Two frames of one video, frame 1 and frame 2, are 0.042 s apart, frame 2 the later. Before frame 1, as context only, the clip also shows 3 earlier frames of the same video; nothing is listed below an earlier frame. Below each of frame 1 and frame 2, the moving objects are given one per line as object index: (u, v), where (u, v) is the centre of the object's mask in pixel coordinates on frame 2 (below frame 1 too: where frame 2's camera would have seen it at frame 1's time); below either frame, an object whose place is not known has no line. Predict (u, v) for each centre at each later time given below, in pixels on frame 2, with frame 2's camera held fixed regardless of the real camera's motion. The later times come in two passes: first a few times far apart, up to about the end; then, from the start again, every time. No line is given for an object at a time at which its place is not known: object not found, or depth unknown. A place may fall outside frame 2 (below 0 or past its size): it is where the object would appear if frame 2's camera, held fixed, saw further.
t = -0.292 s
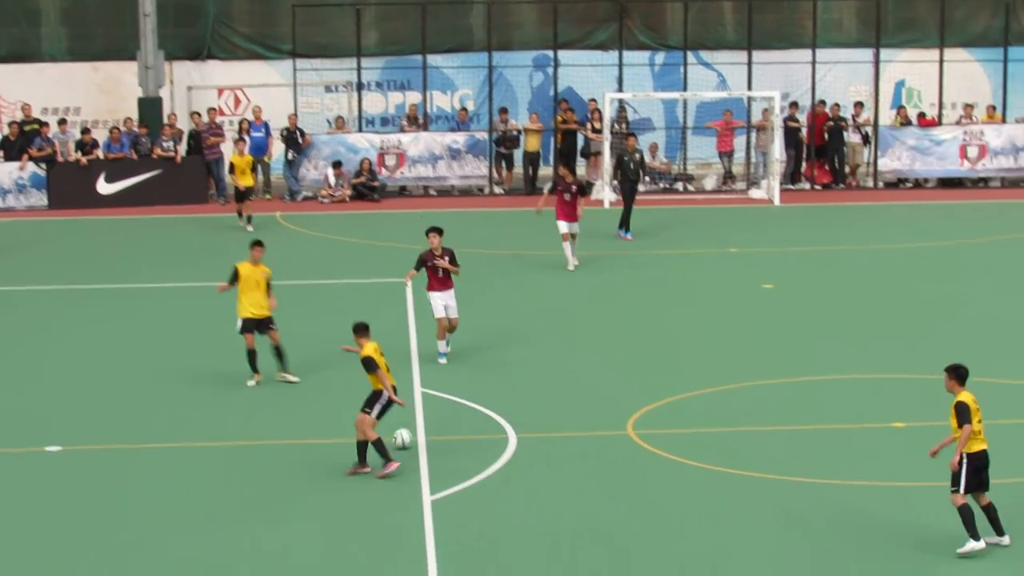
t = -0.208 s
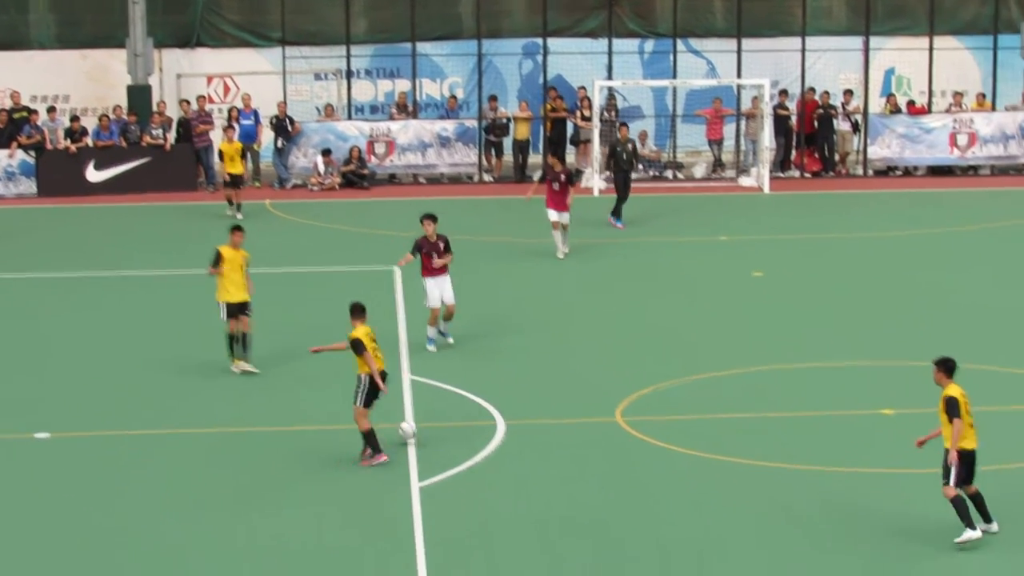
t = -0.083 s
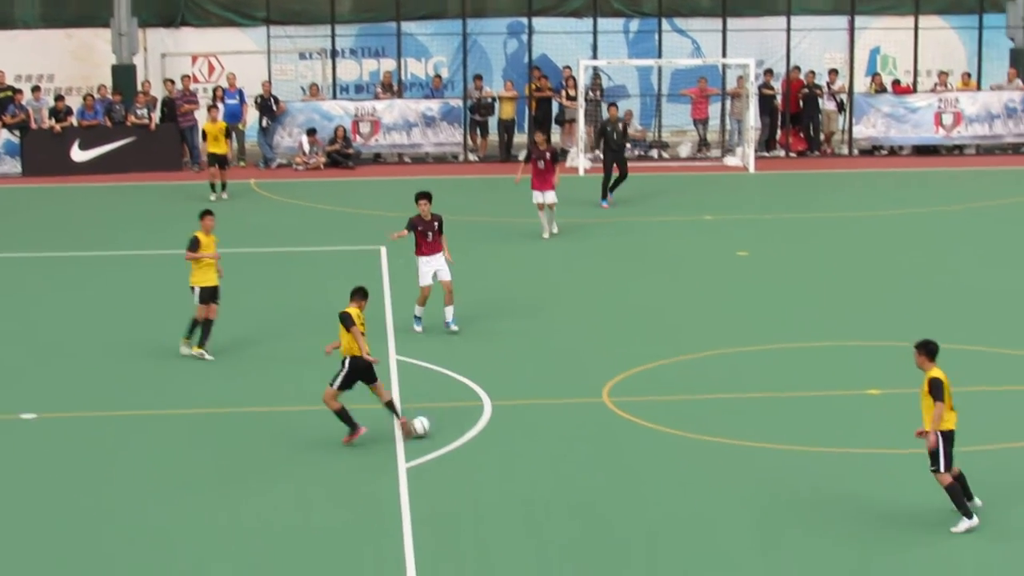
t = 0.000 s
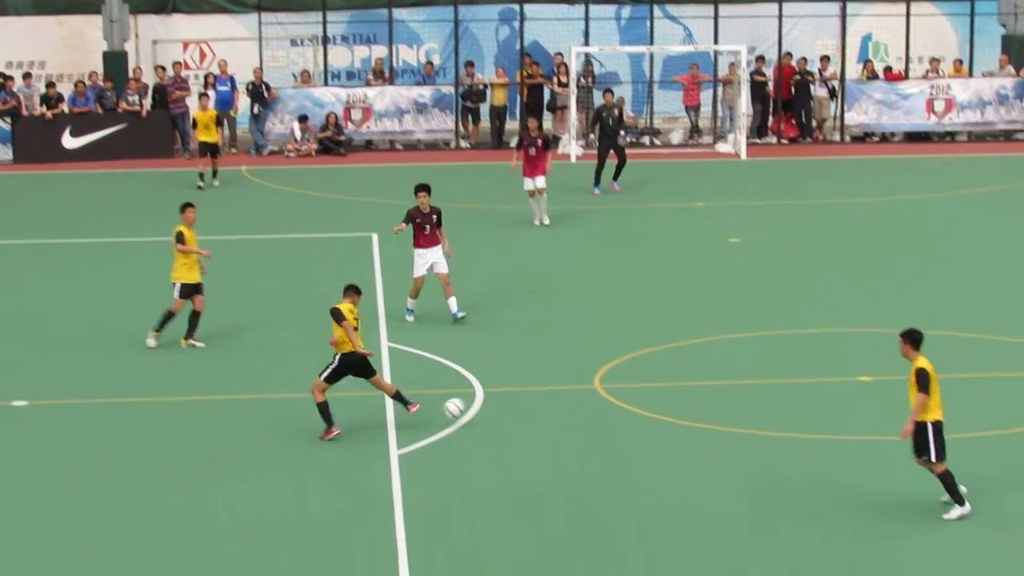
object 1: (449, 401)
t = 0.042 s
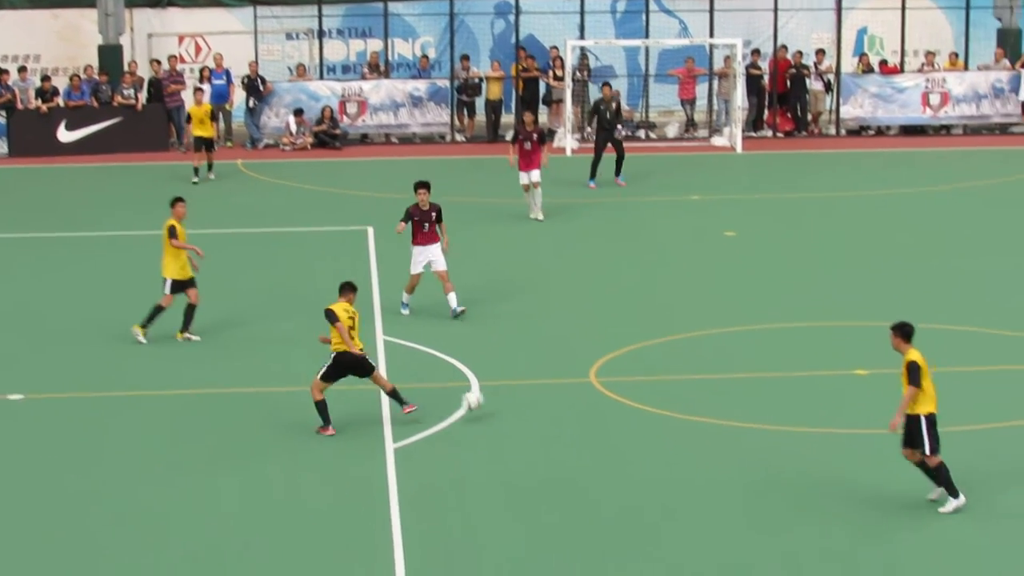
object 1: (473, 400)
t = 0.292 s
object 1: (597, 415)
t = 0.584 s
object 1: (721, 433)
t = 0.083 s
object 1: (495, 401)
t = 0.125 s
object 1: (517, 403)
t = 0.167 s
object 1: (540, 408)
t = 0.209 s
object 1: (562, 414)
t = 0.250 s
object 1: (579, 415)
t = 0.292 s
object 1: (597, 415)
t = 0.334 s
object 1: (615, 418)
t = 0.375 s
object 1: (633, 421)
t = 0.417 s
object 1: (650, 423)
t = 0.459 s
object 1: (668, 425)
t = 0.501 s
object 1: (685, 428)
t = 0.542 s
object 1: (703, 430)
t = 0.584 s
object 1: (721, 433)
